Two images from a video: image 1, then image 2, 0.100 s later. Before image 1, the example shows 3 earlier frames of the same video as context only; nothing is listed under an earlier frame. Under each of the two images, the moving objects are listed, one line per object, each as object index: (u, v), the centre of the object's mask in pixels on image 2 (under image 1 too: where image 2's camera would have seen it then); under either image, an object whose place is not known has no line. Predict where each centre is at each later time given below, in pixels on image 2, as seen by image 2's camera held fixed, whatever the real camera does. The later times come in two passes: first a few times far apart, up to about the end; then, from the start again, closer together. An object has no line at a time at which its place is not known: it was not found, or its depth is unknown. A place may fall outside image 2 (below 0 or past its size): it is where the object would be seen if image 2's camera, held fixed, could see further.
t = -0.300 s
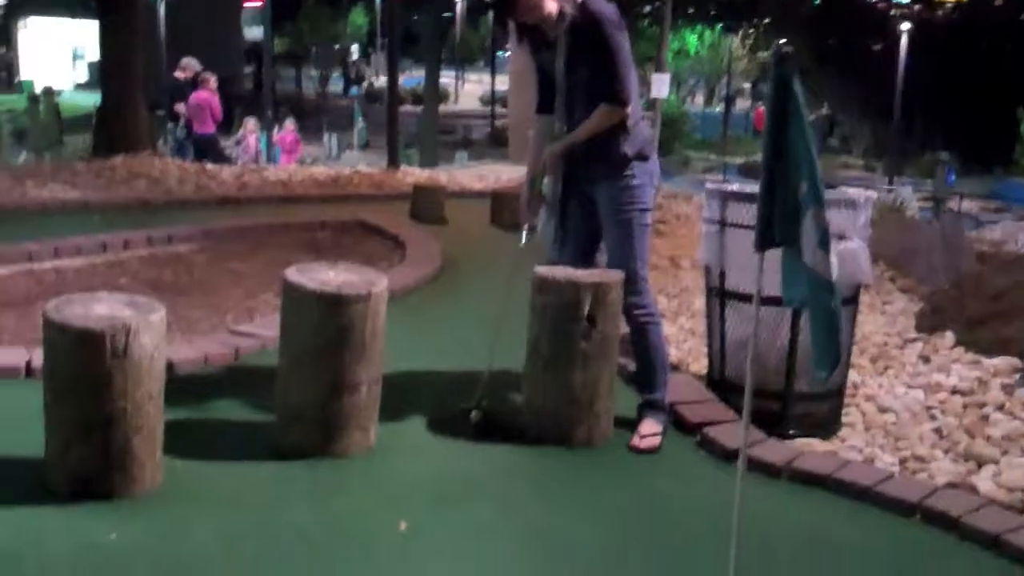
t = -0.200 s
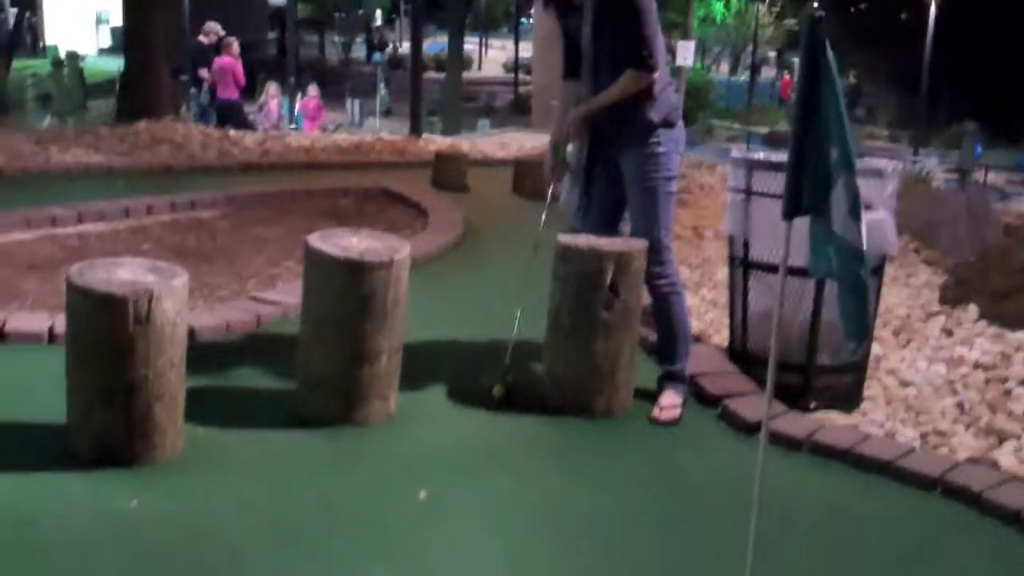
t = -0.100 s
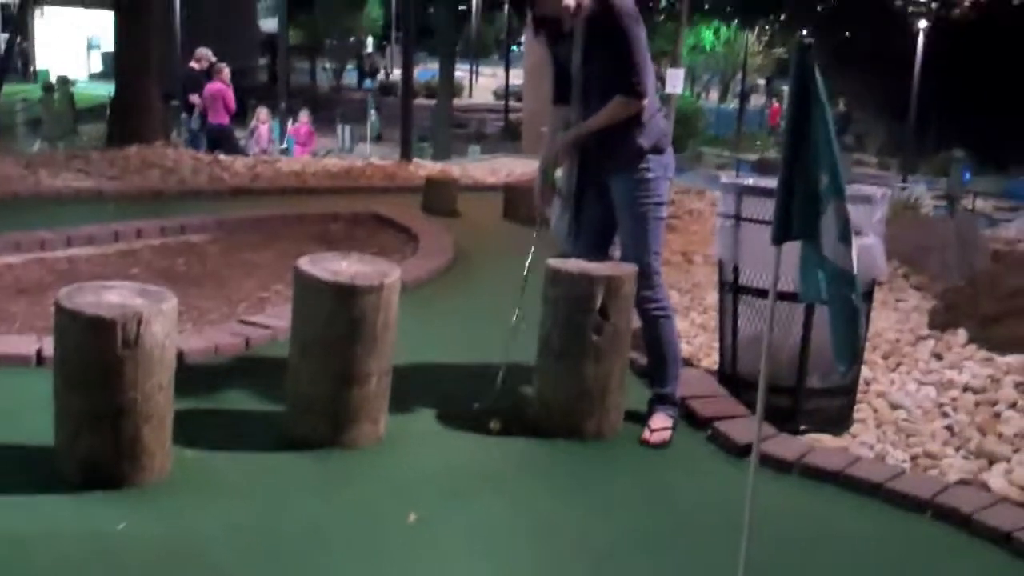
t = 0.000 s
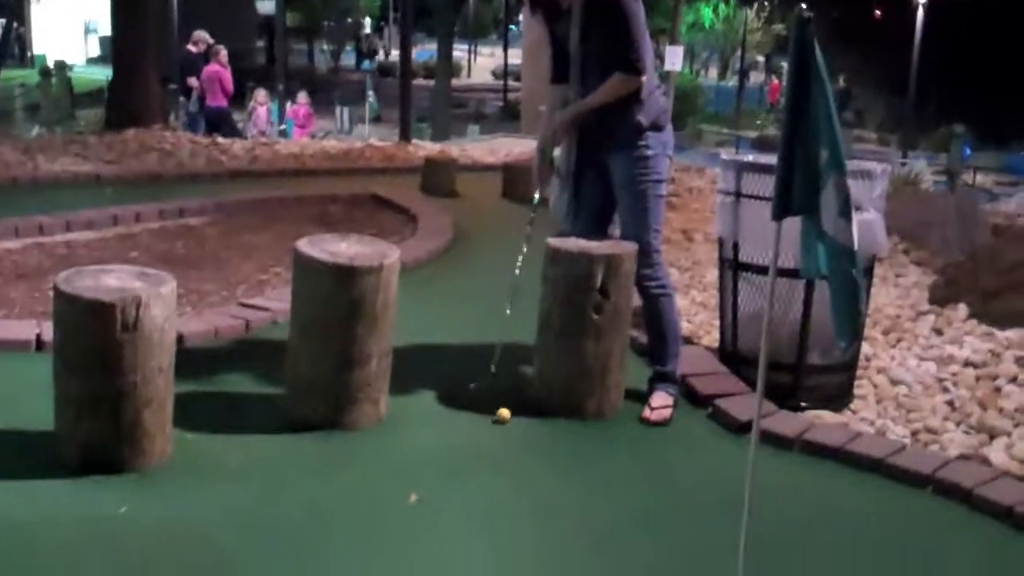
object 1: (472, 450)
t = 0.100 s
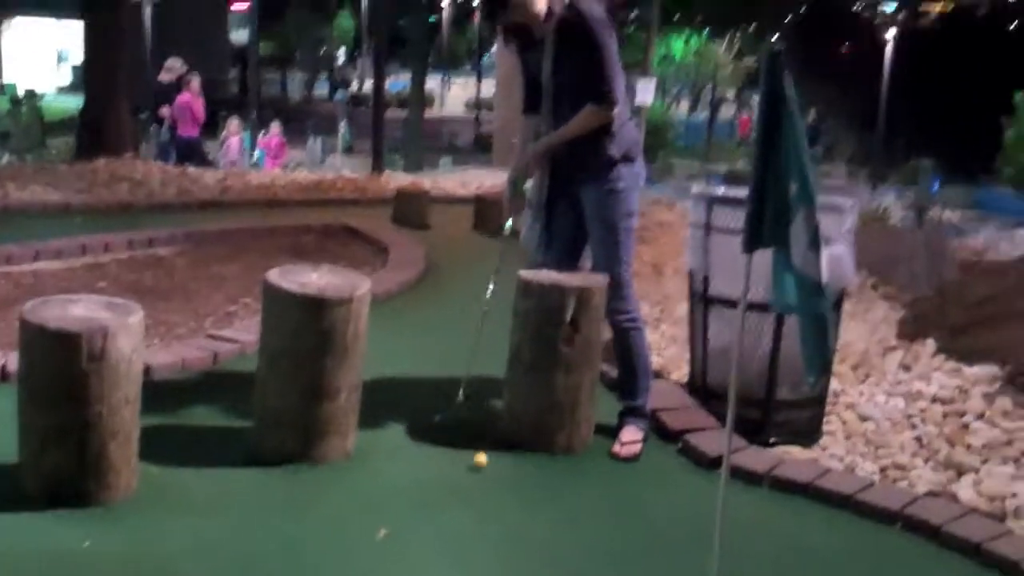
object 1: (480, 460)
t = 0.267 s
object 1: (495, 486)
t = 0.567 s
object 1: (539, 532)
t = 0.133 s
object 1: (483, 465)
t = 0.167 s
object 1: (485, 470)
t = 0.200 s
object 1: (488, 475)
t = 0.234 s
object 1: (492, 479)
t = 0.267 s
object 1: (495, 486)
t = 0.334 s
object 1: (503, 496)
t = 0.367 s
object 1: (507, 502)
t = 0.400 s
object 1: (512, 508)
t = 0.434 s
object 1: (517, 513)
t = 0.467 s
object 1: (522, 518)
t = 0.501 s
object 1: (527, 523)
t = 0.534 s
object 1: (533, 527)
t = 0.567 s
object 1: (539, 532)
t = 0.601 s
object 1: (544, 537)
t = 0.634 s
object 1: (550, 543)
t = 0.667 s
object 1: (557, 547)
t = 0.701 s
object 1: (562, 553)
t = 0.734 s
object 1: (569, 557)
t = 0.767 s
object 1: (576, 560)
